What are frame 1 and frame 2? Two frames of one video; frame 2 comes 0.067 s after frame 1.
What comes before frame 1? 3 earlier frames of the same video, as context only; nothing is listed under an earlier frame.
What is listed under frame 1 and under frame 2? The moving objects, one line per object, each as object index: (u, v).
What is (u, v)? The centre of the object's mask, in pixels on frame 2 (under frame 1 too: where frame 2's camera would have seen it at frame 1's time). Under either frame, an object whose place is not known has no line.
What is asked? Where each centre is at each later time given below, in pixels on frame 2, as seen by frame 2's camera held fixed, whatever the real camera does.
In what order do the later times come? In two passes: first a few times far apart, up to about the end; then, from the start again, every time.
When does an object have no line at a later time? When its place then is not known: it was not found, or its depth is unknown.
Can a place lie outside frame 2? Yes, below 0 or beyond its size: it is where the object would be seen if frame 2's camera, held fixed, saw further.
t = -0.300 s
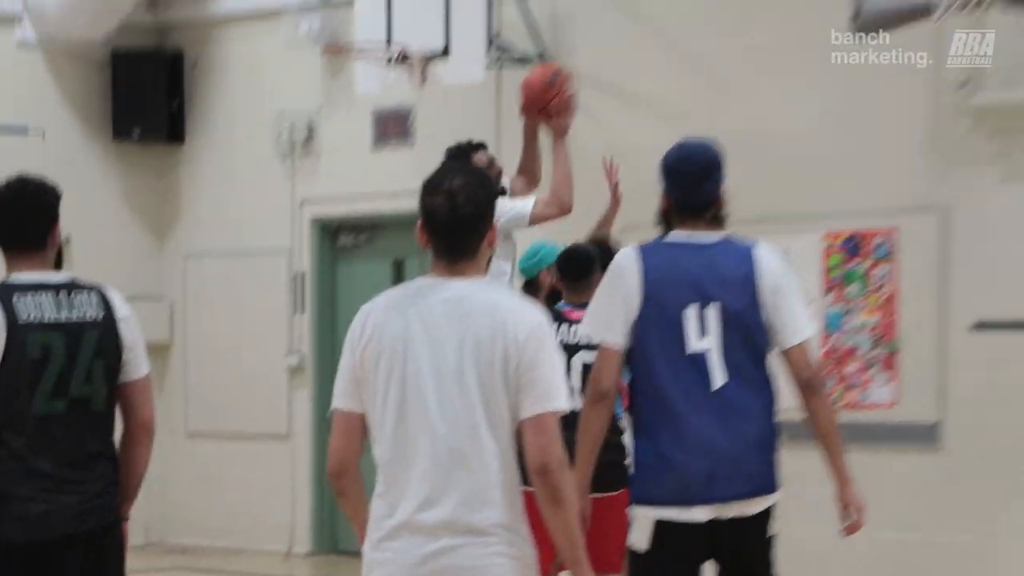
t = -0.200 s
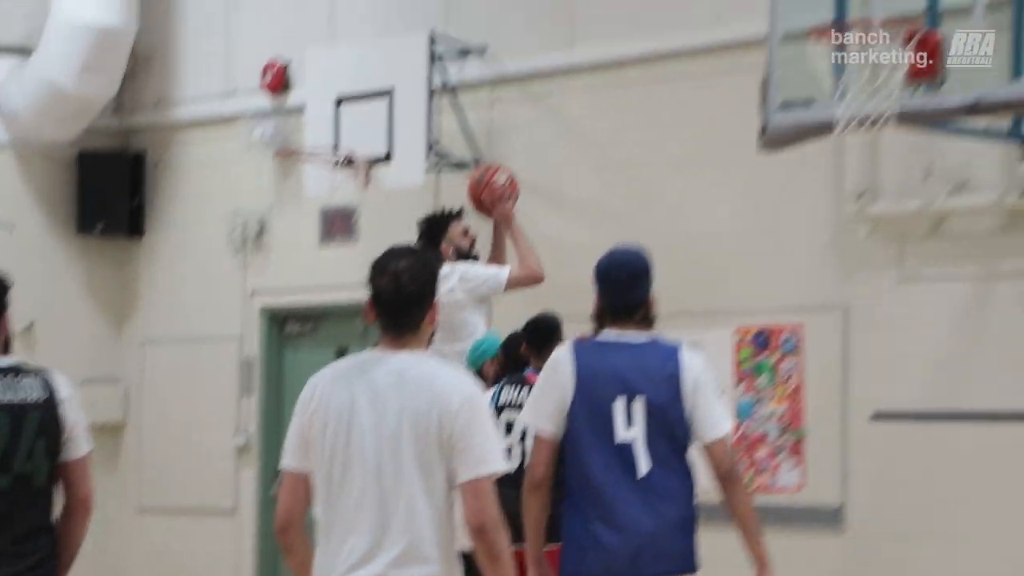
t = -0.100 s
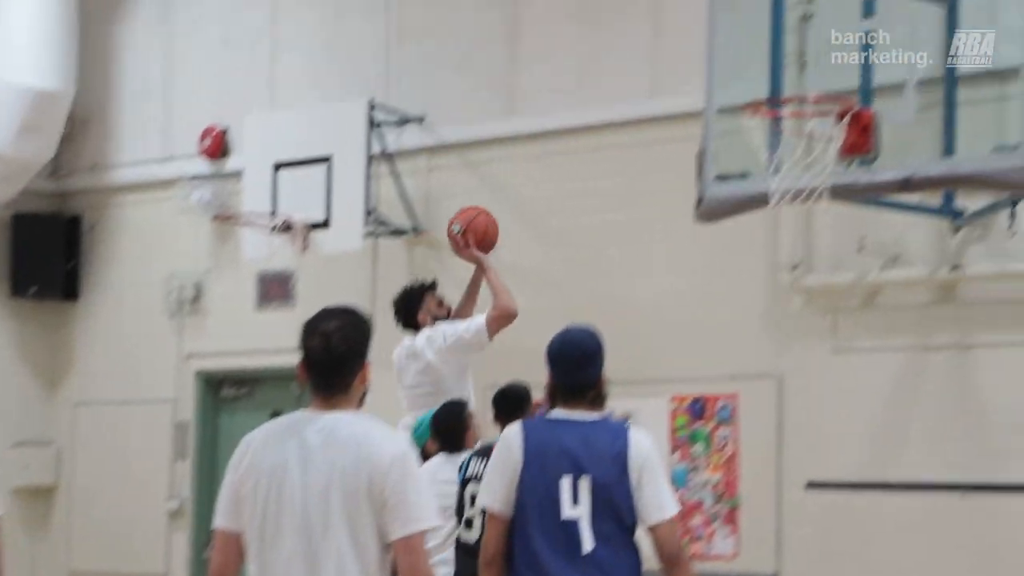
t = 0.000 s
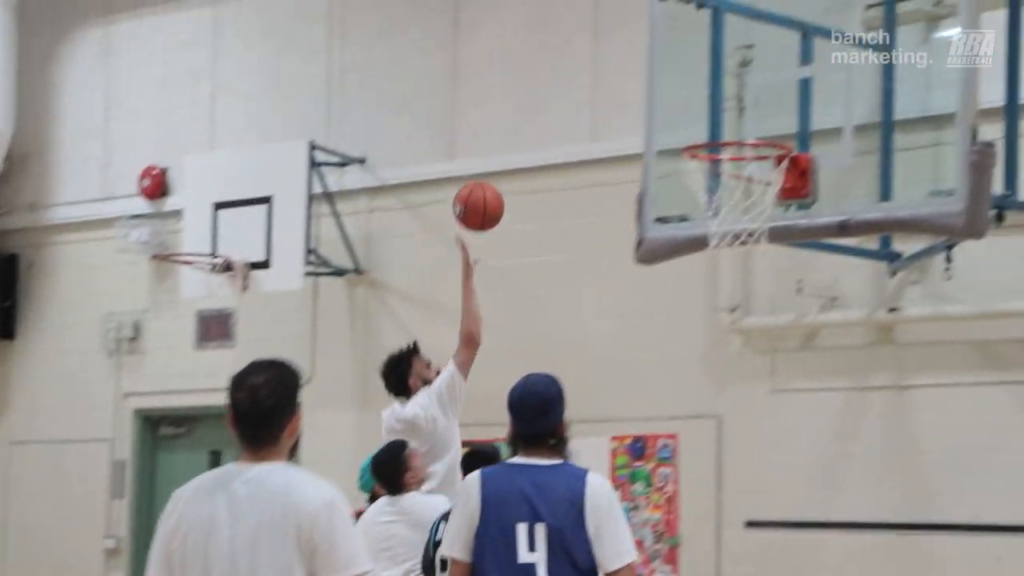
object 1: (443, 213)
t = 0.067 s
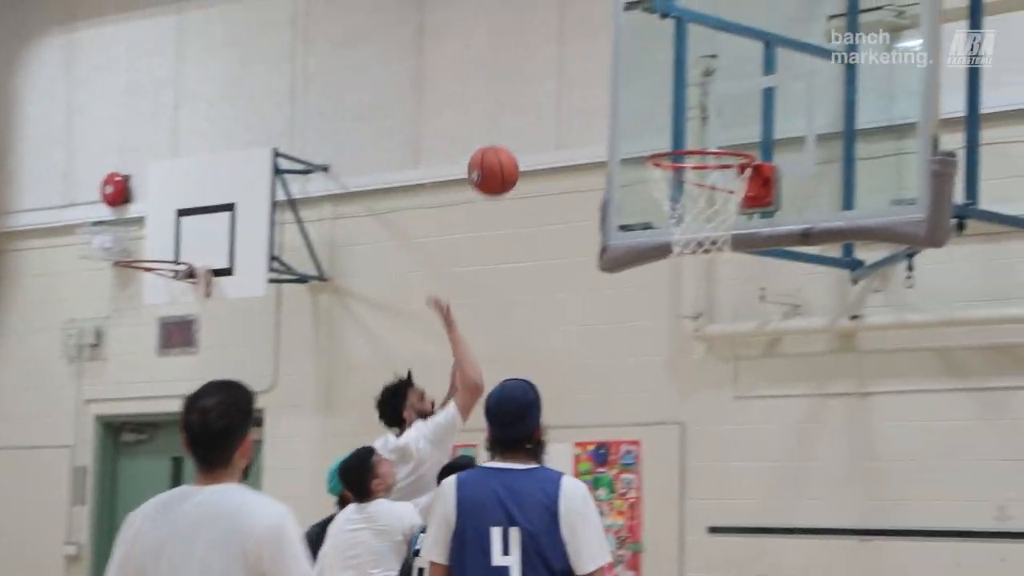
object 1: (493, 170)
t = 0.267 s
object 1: (646, 97)
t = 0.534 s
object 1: (699, 124)
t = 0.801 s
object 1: (696, 125)
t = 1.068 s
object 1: (716, 138)
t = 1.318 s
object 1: (680, 196)
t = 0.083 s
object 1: (506, 161)
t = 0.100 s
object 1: (518, 153)
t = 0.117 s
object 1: (531, 144)
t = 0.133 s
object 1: (544, 137)
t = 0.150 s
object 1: (557, 130)
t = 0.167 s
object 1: (569, 123)
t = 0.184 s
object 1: (582, 118)
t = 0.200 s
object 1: (595, 112)
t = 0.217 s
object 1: (608, 108)
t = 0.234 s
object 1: (621, 103)
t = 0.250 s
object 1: (633, 100)
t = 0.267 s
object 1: (646, 97)
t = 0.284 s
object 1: (660, 94)
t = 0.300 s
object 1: (672, 92)
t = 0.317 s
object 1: (680, 91)
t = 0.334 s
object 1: (681, 90)
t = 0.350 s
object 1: (683, 90)
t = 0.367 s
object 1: (685, 90)
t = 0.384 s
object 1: (686, 91)
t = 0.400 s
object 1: (687, 92)
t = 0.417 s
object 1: (689, 94)
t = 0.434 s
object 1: (691, 96)
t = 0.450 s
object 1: (692, 99)
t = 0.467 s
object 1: (693, 103)
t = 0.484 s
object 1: (695, 107)
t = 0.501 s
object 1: (696, 112)
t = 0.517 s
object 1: (698, 117)
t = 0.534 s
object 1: (699, 124)
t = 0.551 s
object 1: (701, 128)
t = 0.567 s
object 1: (701, 137)
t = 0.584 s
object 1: (700, 141)
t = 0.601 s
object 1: (698, 141)
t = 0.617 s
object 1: (696, 140)
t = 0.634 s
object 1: (693, 141)
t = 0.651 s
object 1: (690, 141)
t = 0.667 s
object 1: (688, 143)
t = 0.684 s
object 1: (685, 145)
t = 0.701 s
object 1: (683, 147)
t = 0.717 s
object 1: (682, 146)
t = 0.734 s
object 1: (685, 141)
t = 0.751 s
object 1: (687, 132)
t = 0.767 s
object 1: (690, 130)
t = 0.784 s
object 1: (693, 127)
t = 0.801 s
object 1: (696, 125)
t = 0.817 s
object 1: (699, 124)
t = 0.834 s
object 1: (702, 122)
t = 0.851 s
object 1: (705, 121)
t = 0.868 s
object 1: (707, 121)
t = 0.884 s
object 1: (710, 121)
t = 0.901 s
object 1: (713, 121)
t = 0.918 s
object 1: (715, 123)
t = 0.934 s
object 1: (718, 124)
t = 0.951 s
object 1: (721, 126)
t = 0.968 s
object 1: (724, 128)
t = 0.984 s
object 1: (727, 131)
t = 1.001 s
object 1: (730, 133)
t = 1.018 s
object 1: (730, 135)
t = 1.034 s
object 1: (725, 134)
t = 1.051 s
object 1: (721, 138)
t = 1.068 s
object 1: (716, 138)
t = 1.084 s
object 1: (711, 139)
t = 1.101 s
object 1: (707, 140)
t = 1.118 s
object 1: (702, 141)
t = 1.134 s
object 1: (698, 144)
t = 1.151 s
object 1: (693, 147)
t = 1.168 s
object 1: (688, 152)
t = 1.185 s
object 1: (684, 155)
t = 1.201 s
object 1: (679, 160)
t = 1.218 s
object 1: (674, 166)
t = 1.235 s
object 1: (673, 170)
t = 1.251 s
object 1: (674, 174)
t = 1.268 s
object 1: (676, 179)
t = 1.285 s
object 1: (678, 183)
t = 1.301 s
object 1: (679, 189)
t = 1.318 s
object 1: (680, 196)
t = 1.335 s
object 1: (682, 202)
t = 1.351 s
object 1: (684, 209)
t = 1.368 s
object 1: (685, 218)
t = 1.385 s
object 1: (687, 225)
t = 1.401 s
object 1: (690, 232)
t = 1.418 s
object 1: (692, 239)
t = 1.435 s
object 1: (694, 249)
